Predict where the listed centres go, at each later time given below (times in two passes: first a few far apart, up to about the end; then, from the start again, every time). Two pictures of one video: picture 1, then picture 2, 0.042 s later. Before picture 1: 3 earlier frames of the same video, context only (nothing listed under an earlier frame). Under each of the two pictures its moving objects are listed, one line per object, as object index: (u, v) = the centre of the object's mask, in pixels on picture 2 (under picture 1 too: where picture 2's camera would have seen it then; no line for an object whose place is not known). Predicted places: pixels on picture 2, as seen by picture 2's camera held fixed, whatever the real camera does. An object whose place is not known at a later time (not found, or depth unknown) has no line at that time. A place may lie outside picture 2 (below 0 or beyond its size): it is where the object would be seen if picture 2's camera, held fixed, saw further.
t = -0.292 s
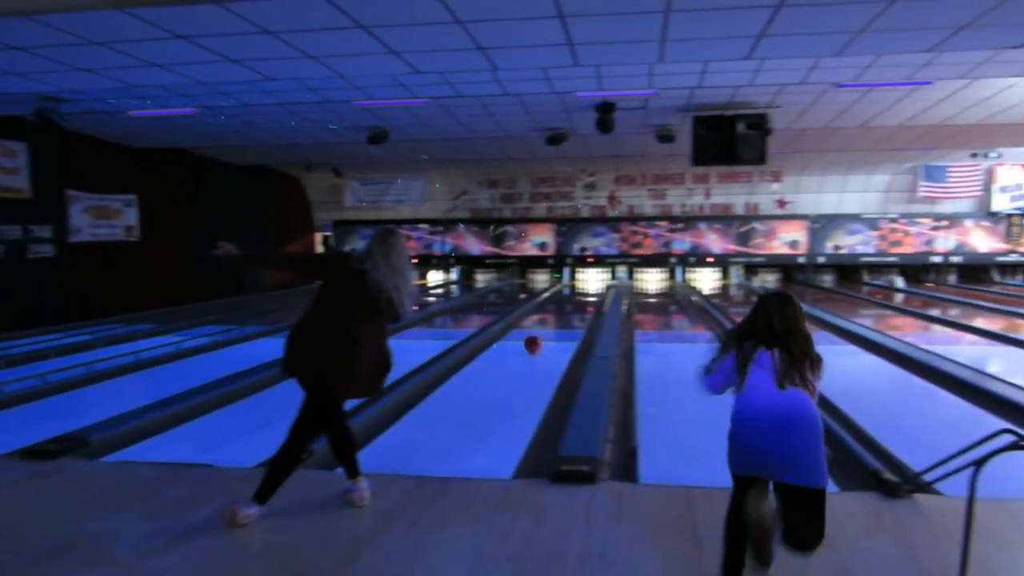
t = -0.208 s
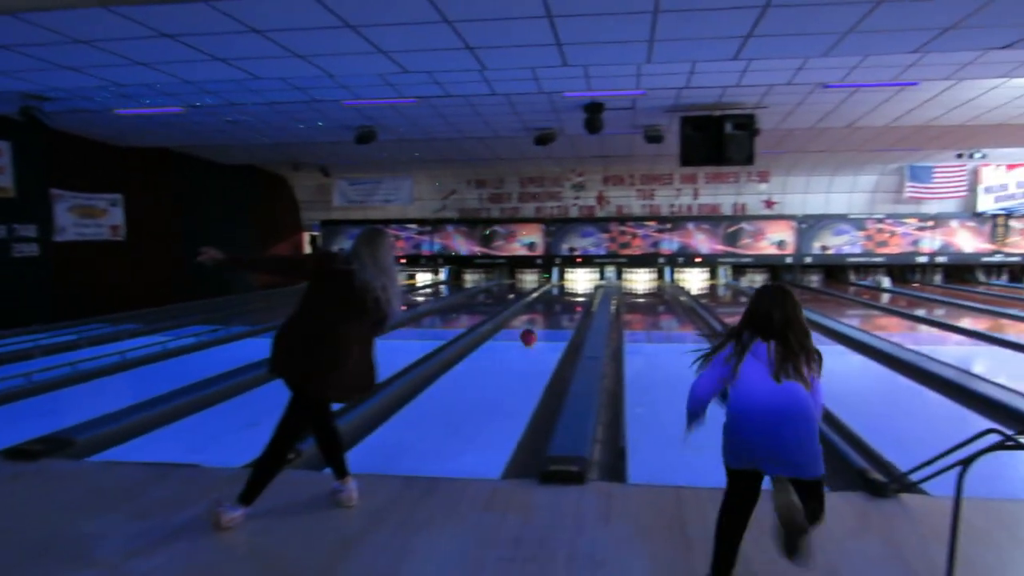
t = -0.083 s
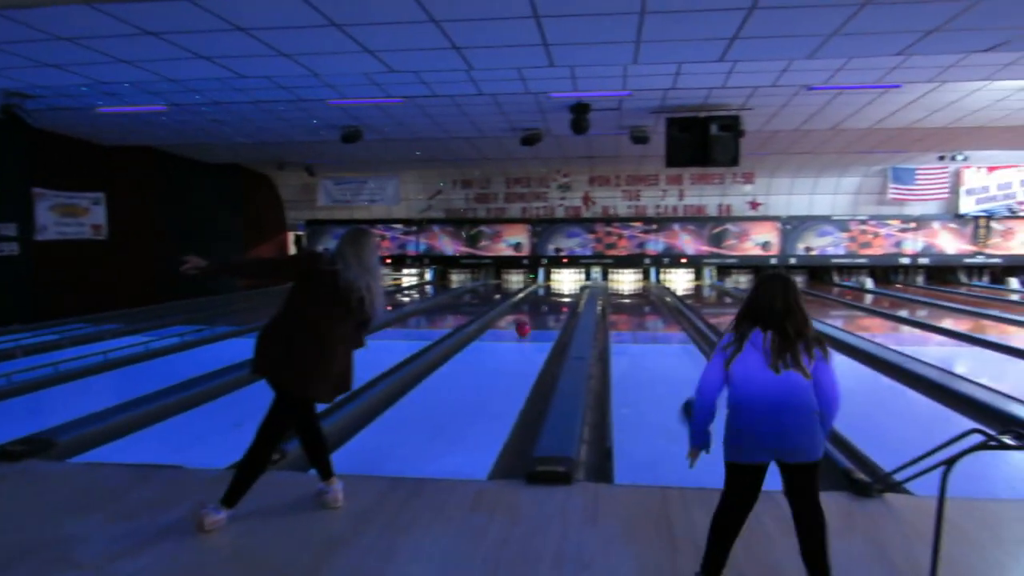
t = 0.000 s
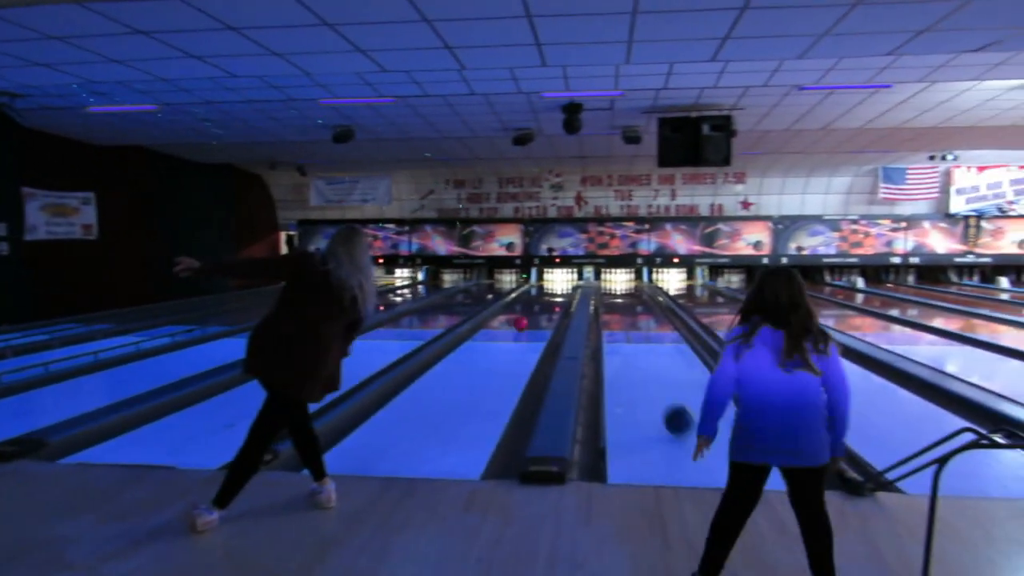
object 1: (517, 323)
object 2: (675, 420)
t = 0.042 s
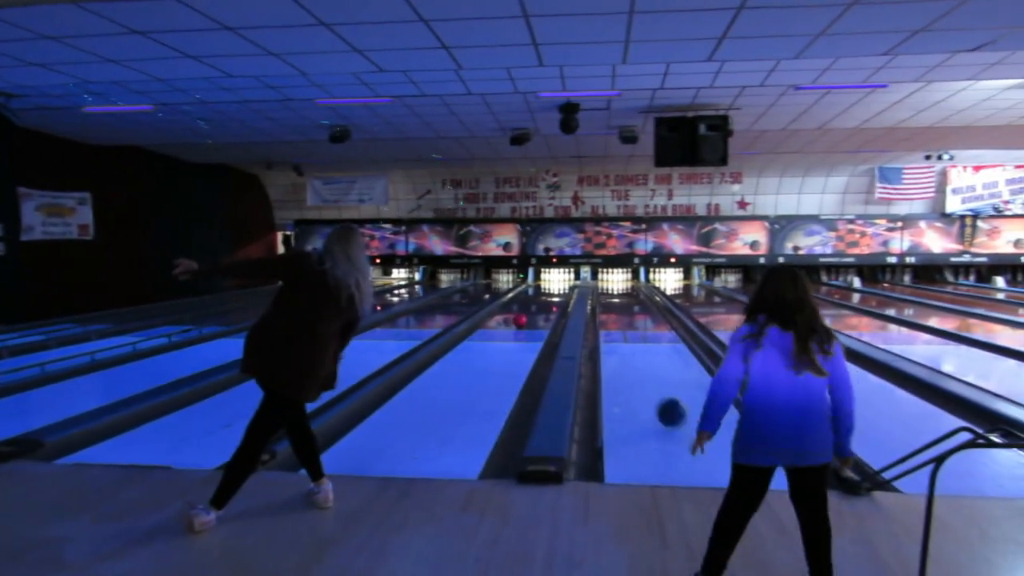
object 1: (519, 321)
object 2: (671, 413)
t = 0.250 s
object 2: (652, 390)
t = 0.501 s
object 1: (537, 302)
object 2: (636, 367)
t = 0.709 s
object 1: (541, 295)
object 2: (625, 354)
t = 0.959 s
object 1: (547, 289)
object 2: (615, 341)
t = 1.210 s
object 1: (552, 285)
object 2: (607, 331)
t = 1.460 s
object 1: (555, 281)
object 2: (609, 324)
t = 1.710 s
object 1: (560, 280)
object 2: (610, 318)
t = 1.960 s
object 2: (609, 313)
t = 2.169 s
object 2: (610, 310)
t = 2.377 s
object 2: (609, 306)
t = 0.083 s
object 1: (521, 320)
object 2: (666, 408)
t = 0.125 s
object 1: (523, 317)
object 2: (662, 404)
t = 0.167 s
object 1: (525, 315)
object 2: (659, 399)
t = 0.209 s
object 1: (527, 313)
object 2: (655, 394)
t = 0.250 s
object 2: (652, 390)
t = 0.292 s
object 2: (649, 385)
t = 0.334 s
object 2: (646, 381)
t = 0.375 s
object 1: (533, 305)
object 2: (643, 378)
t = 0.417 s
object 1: (534, 304)
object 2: (641, 374)
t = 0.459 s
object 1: (536, 302)
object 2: (638, 371)
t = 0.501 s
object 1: (537, 302)
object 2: (636, 367)
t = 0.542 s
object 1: (539, 300)
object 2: (633, 364)
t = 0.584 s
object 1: (539, 300)
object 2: (631, 361)
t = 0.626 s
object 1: (540, 298)
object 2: (629, 359)
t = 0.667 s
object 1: (540, 295)
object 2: (627, 356)
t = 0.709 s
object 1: (541, 295)
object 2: (625, 354)
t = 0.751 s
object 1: (542, 294)
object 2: (623, 351)
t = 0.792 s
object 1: (542, 294)
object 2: (621, 349)
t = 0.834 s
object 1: (543, 294)
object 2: (620, 347)
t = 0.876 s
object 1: (544, 293)
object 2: (618, 344)
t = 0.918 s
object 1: (546, 291)
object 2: (616, 343)
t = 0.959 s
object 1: (547, 289)
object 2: (615, 341)
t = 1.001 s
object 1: (548, 290)
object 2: (614, 339)
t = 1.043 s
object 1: (548, 289)
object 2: (612, 337)
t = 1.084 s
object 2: (611, 336)
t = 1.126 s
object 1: (550, 287)
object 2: (609, 334)
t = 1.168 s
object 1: (551, 287)
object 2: (608, 333)
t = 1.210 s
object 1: (552, 285)
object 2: (607, 331)
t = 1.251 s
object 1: (552, 285)
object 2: (607, 330)
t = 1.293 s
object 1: (552, 283)
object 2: (607, 329)
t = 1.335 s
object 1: (553, 283)
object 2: (608, 327)
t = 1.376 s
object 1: (554, 282)
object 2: (608, 325)
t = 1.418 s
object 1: (555, 282)
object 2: (608, 325)
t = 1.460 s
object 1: (555, 281)
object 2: (609, 324)
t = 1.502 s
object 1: (556, 280)
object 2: (609, 322)
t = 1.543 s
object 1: (556, 280)
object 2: (609, 322)
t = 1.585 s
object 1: (556, 282)
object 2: (609, 321)
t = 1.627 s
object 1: (557, 282)
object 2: (610, 320)
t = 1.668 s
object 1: (557, 281)
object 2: (610, 319)
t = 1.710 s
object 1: (560, 280)
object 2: (610, 318)
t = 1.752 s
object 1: (560, 279)
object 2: (610, 317)
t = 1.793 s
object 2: (610, 316)
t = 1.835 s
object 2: (610, 315)
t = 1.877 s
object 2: (609, 314)
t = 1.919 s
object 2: (610, 314)
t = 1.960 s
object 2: (609, 313)
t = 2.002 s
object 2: (609, 312)
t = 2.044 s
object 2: (610, 311)
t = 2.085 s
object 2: (610, 310)
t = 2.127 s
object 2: (610, 310)
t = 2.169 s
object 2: (610, 310)
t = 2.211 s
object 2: (610, 308)
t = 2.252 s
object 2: (609, 308)
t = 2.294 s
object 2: (610, 307)
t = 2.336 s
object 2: (610, 307)
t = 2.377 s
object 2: (609, 306)
